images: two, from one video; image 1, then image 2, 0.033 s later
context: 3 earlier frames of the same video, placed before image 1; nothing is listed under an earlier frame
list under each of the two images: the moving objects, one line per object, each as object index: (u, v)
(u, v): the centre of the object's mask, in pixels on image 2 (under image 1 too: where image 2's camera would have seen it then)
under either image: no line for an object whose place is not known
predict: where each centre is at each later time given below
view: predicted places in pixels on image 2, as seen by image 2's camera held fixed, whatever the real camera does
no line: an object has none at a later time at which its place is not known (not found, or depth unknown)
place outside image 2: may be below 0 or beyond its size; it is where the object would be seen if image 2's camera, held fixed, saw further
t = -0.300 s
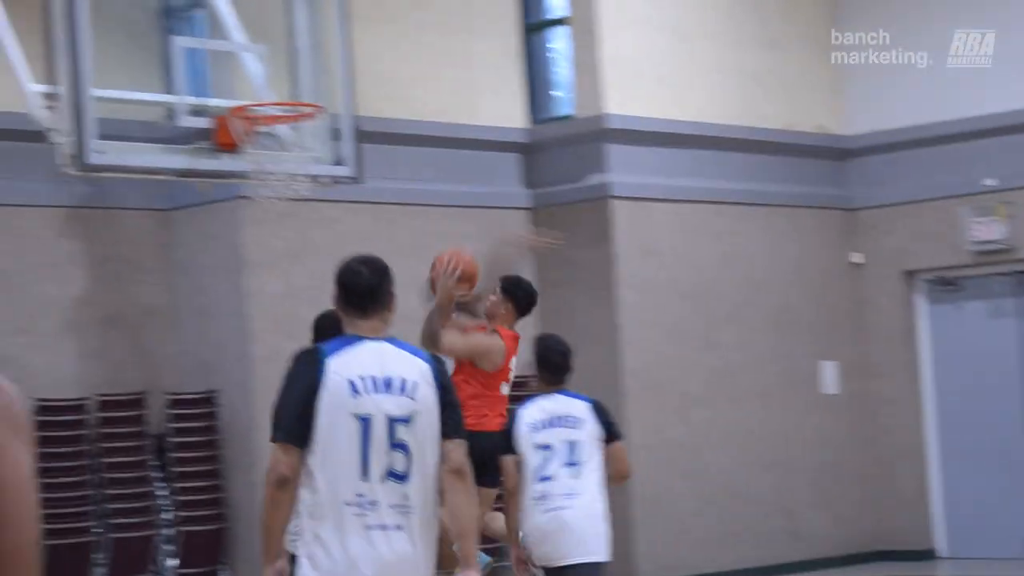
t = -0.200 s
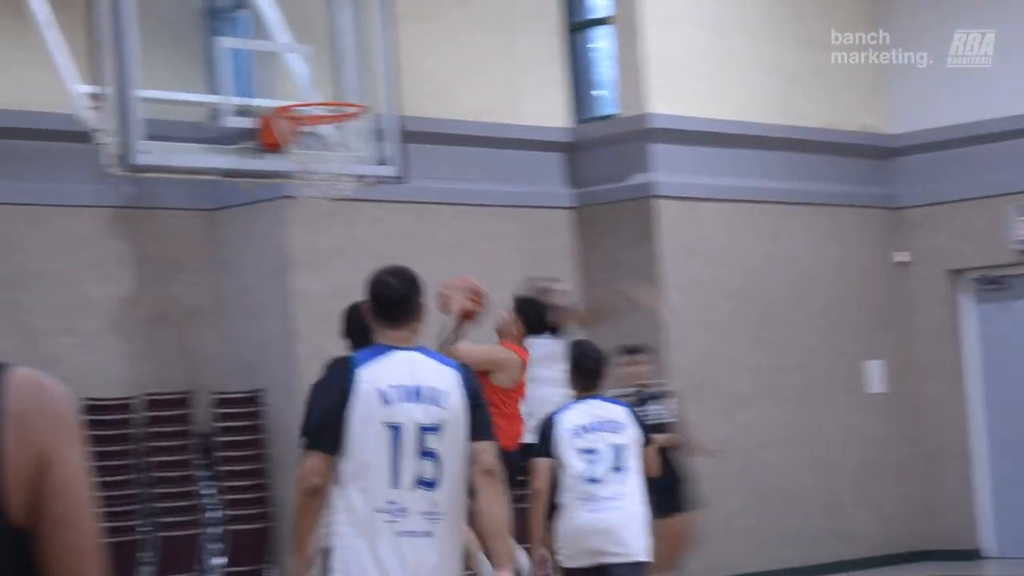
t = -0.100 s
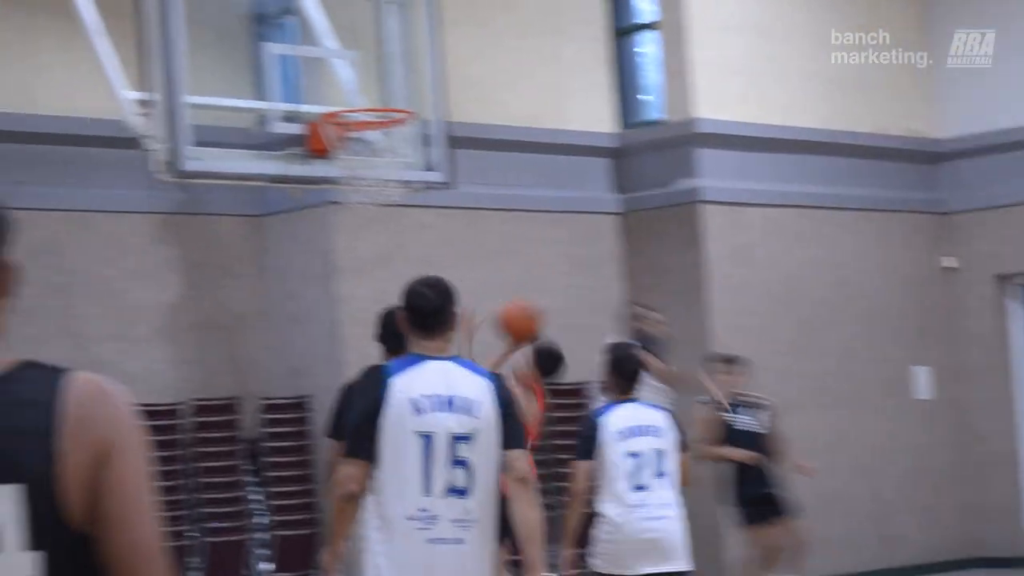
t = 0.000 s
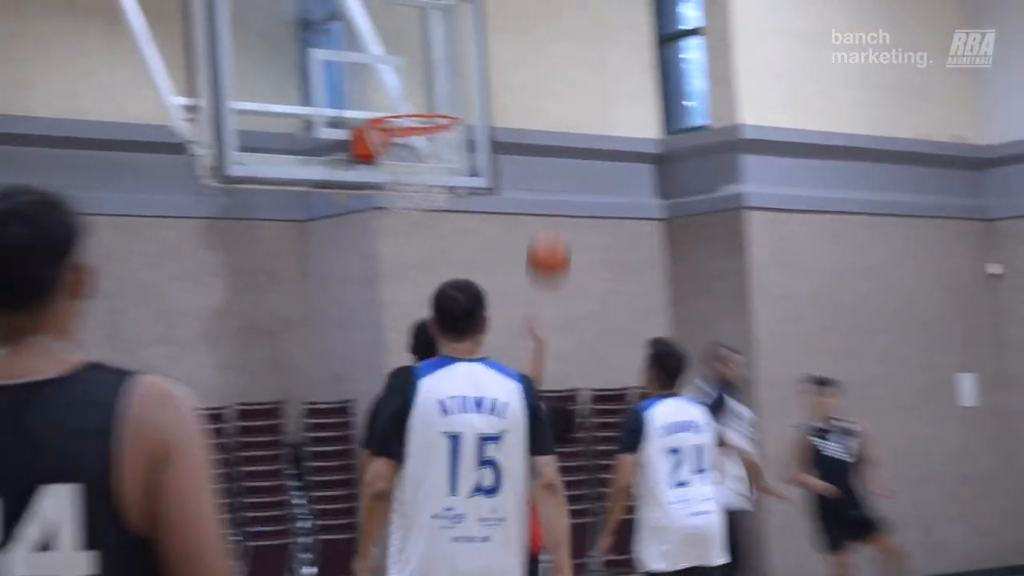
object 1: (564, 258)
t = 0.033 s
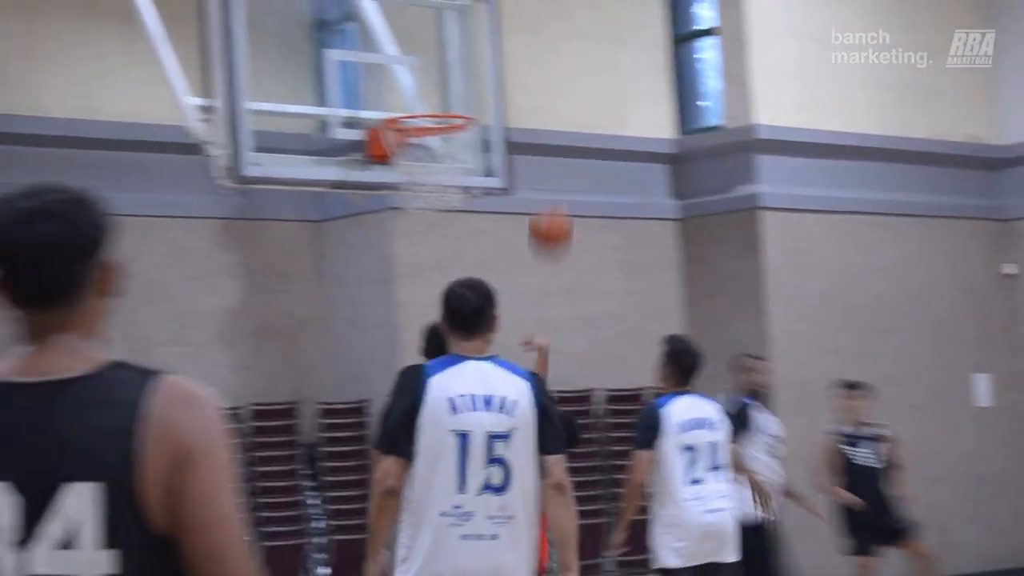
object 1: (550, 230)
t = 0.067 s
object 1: (537, 201)
